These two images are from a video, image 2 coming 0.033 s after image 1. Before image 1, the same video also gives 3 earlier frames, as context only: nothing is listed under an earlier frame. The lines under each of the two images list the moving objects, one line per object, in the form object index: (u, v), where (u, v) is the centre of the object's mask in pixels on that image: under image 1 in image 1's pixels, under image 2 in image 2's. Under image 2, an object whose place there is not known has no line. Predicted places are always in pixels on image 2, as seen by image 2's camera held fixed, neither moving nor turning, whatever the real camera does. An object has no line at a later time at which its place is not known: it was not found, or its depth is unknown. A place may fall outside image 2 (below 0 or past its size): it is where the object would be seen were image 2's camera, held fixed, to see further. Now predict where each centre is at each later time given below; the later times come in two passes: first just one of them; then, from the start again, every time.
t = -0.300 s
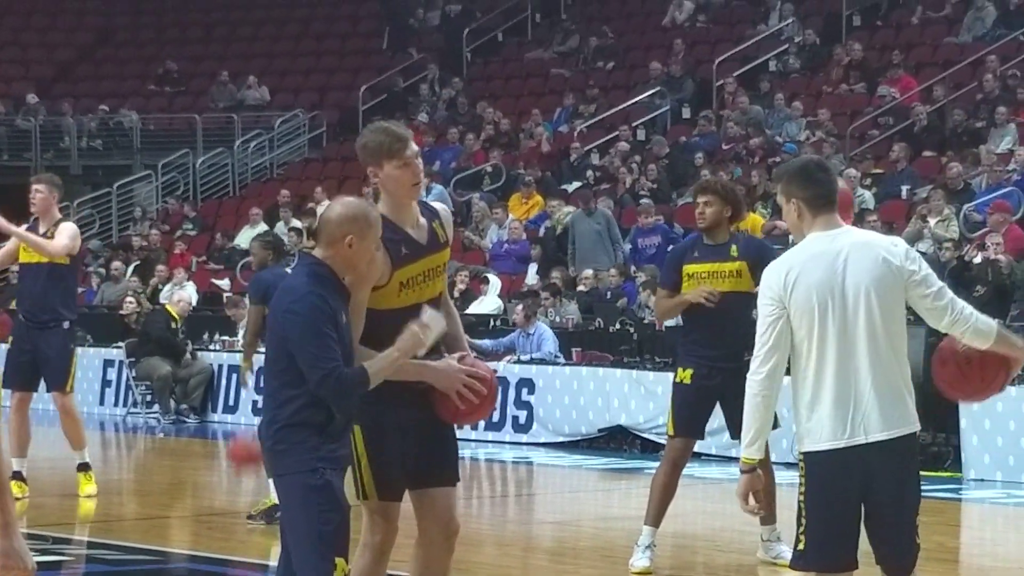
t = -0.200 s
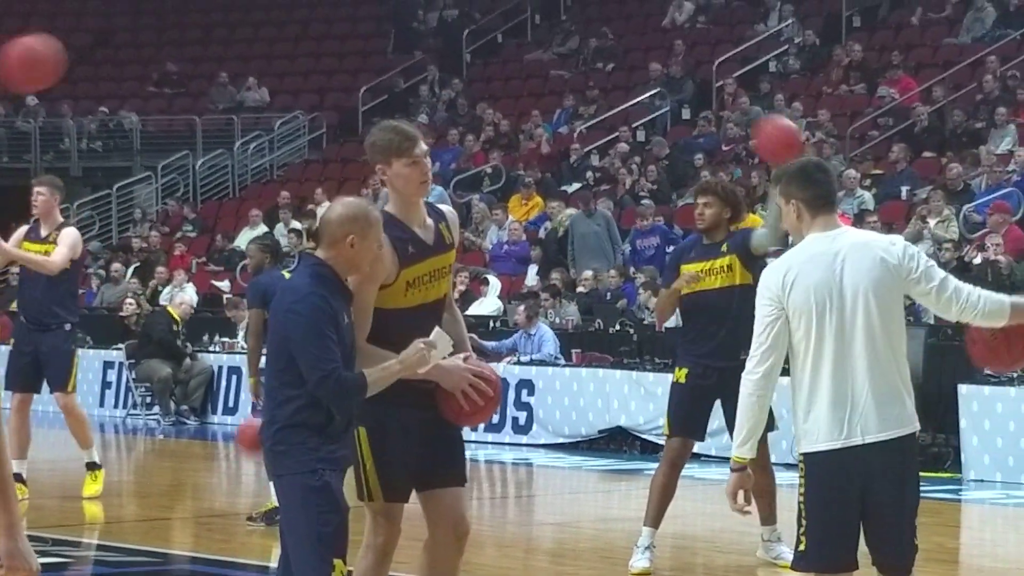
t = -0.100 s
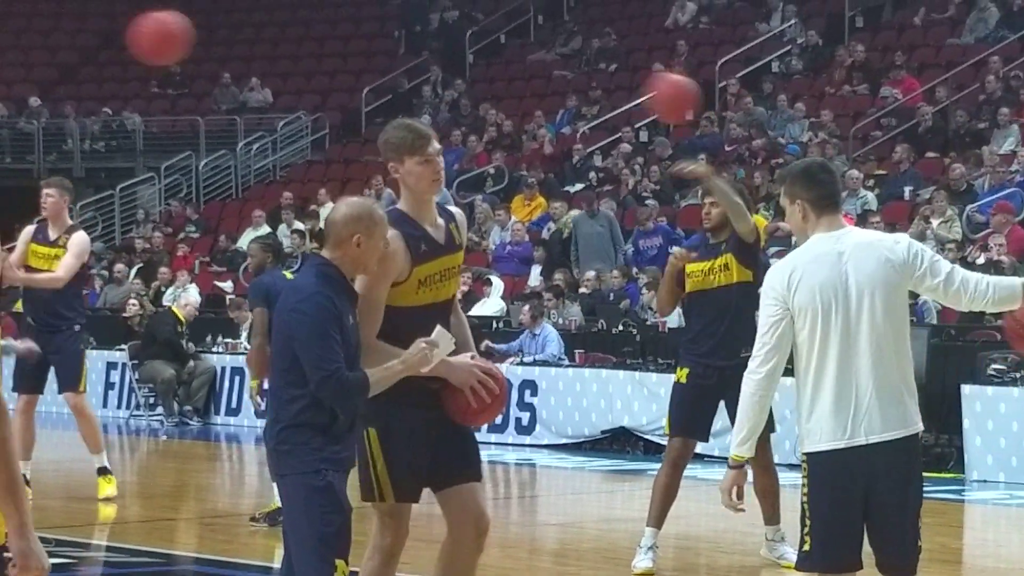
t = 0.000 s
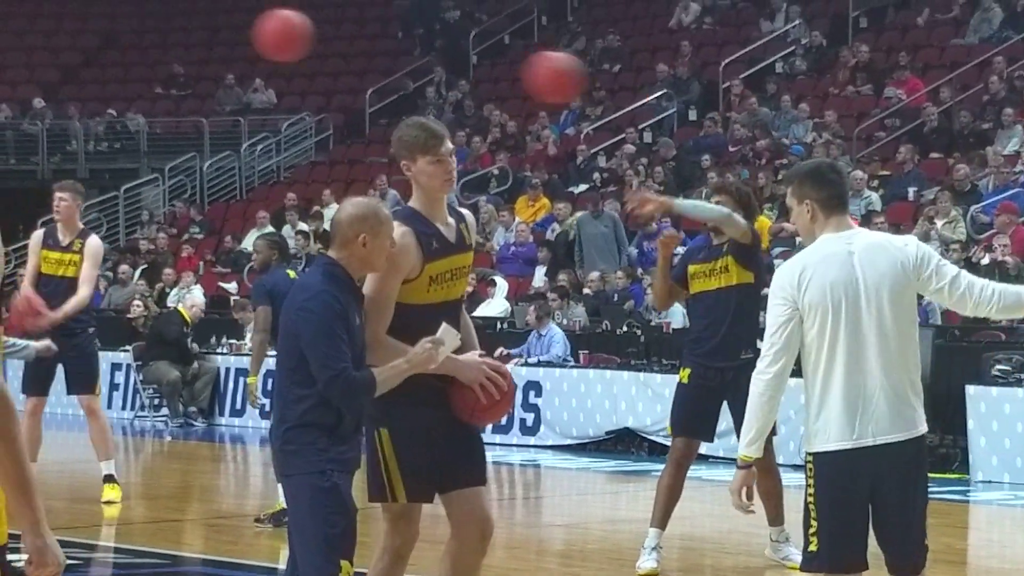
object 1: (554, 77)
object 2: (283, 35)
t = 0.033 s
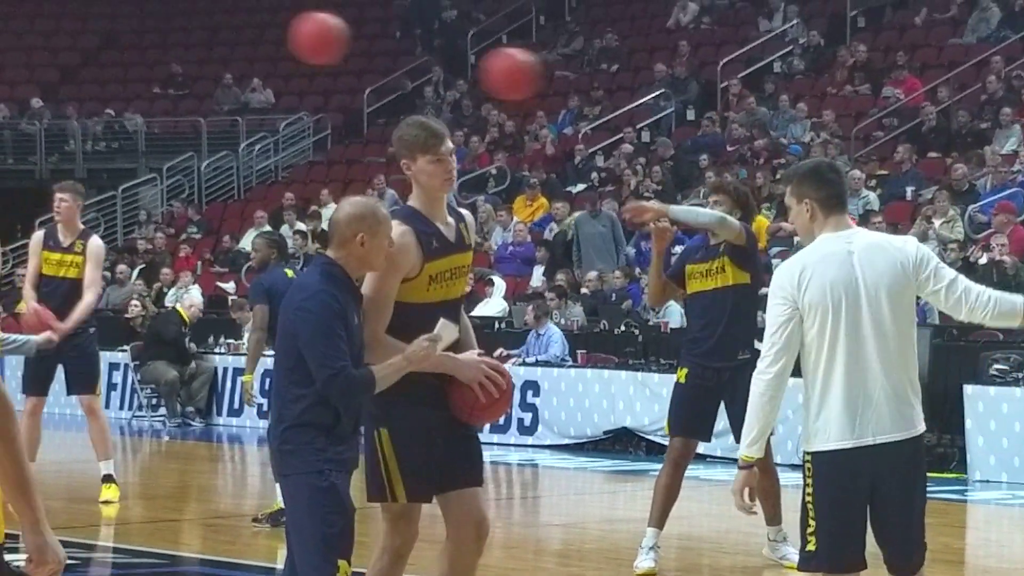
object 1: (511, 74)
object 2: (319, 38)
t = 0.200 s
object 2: (495, 85)
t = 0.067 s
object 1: (470, 72)
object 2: (355, 43)
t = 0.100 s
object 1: (427, 74)
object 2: (386, 47)
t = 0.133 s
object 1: (380, 78)
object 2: (430, 59)
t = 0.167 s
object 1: (337, 83)
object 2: (461, 71)
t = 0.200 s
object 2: (495, 85)
